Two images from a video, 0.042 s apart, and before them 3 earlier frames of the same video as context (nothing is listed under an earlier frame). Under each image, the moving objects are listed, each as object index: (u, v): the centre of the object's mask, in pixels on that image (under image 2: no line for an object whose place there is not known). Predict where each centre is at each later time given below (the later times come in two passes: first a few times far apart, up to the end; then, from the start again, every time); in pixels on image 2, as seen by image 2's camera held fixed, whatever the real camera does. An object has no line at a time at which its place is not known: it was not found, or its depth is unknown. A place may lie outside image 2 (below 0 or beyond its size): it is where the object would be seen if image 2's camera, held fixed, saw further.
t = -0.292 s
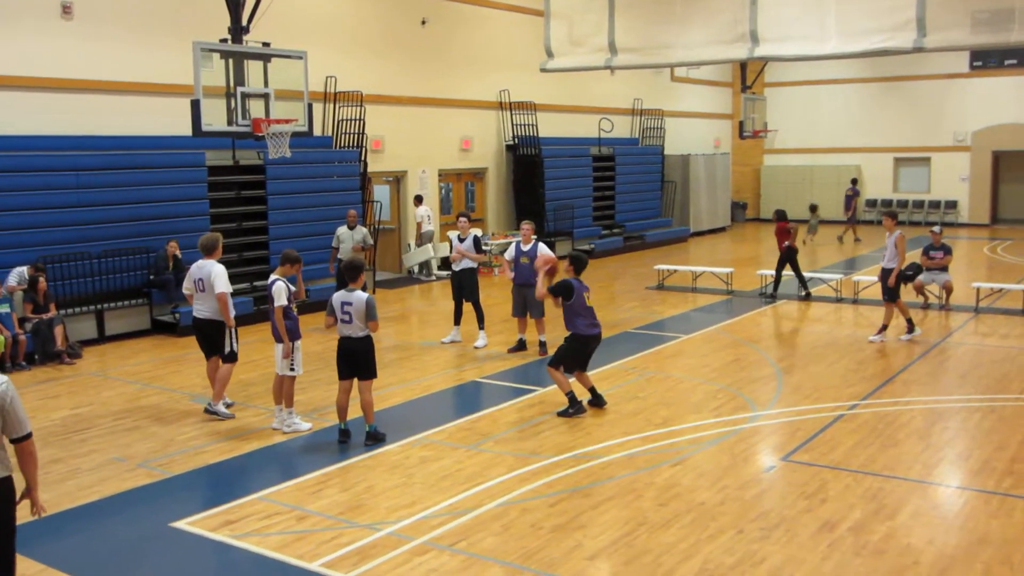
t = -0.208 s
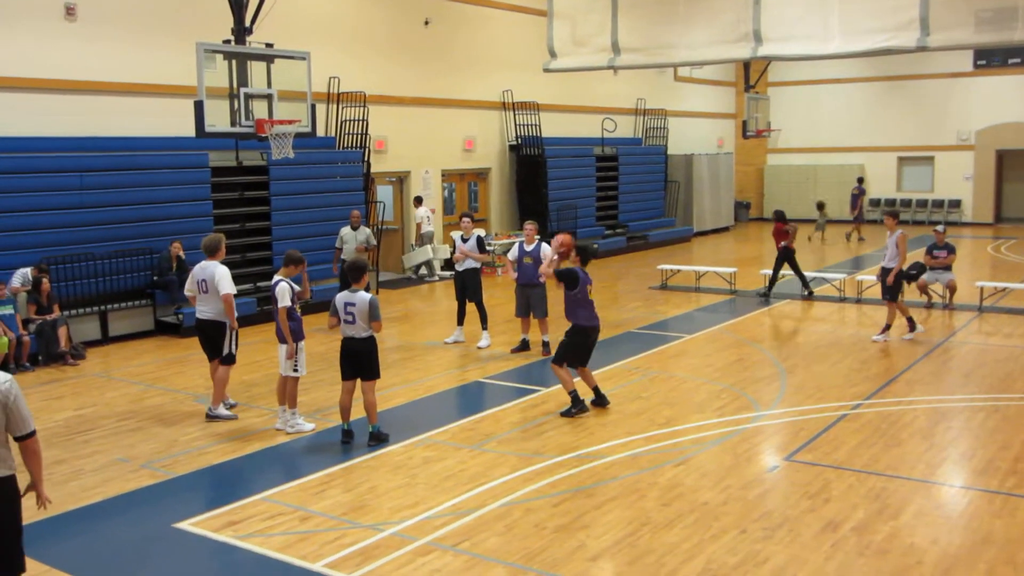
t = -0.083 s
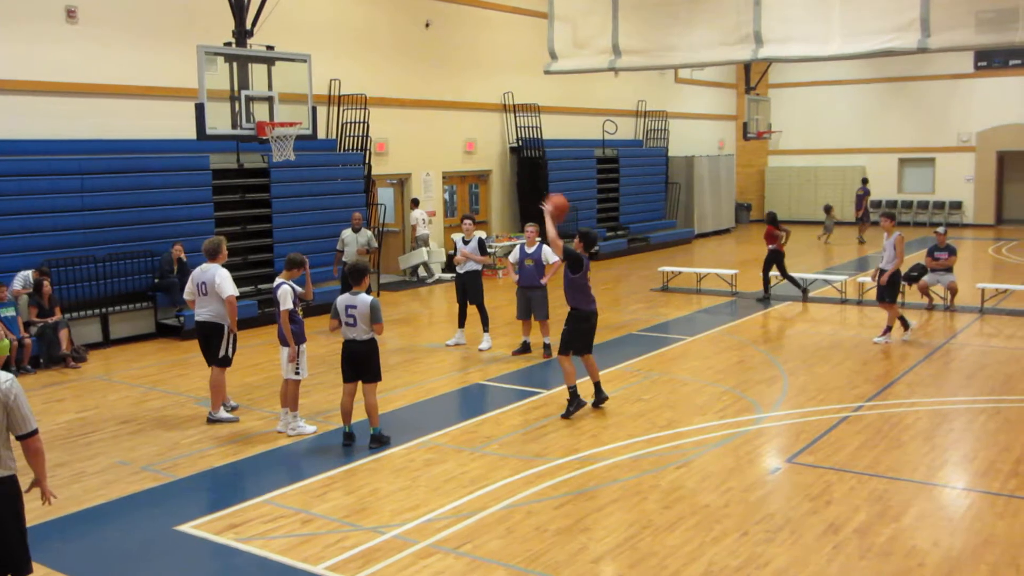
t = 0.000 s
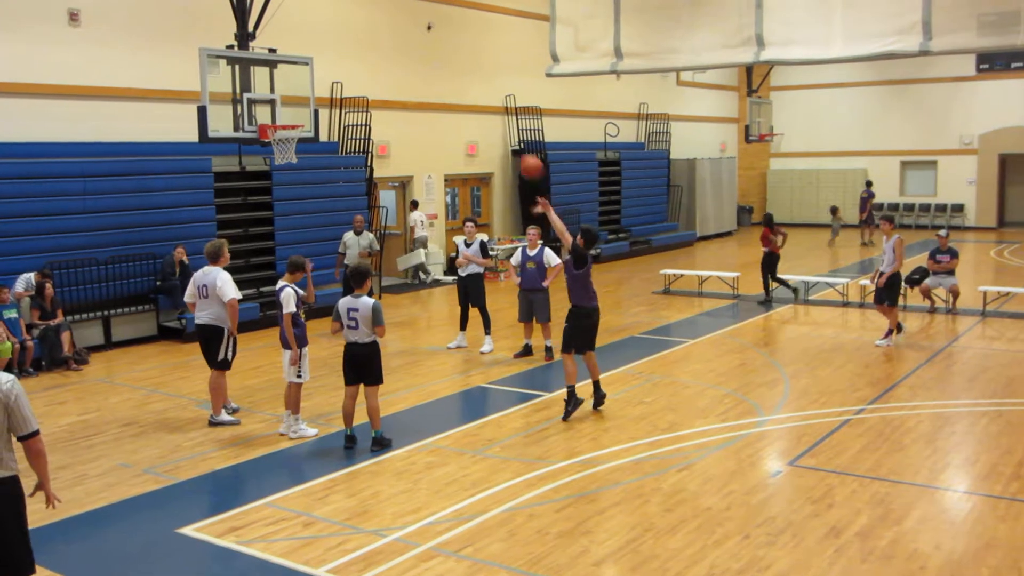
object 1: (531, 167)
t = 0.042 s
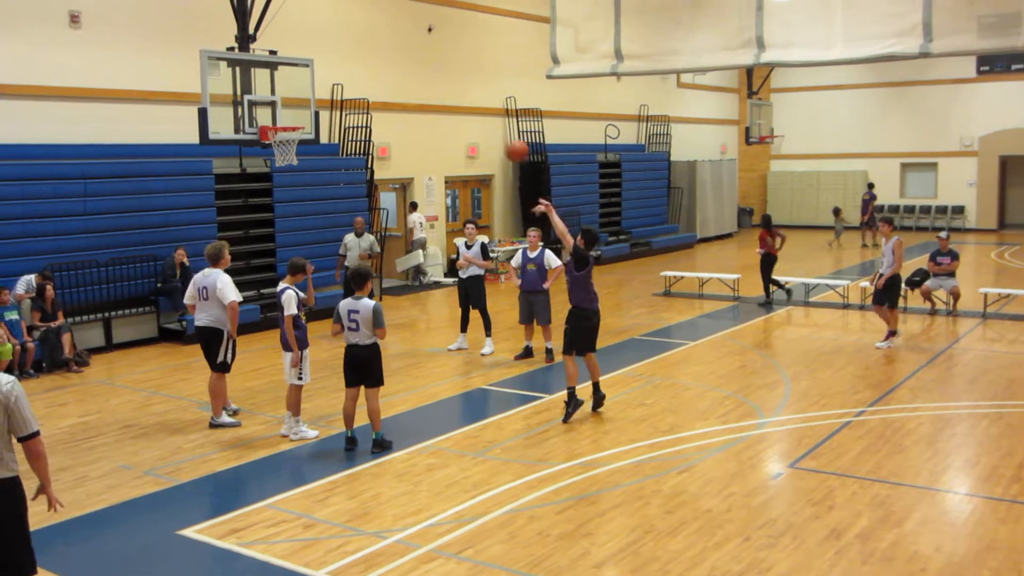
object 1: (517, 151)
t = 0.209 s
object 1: (461, 95)
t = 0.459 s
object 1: (388, 64)
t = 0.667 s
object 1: (335, 81)
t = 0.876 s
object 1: (290, 121)
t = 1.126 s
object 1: (284, 145)
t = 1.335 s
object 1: (292, 159)
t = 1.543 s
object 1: (298, 202)
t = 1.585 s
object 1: (300, 216)
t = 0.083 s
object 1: (502, 134)
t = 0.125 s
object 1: (488, 120)
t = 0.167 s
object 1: (475, 107)
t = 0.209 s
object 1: (461, 95)
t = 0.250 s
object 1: (448, 86)
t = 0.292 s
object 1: (436, 78)
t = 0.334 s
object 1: (423, 72)
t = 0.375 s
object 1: (411, 68)
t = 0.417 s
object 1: (399, 65)
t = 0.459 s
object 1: (388, 64)
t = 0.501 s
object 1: (377, 65)
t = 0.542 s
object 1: (366, 66)
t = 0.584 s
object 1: (355, 70)
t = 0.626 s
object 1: (345, 74)
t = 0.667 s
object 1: (335, 81)
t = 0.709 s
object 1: (324, 88)
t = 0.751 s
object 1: (315, 97)
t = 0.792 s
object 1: (305, 107)
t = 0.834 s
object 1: (297, 118)
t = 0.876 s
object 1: (290, 121)
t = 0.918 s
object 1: (284, 127)
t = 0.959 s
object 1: (282, 132)
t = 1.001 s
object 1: (282, 137)
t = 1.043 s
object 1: (281, 139)
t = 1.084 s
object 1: (283, 144)
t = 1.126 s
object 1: (284, 145)
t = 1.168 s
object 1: (285, 145)
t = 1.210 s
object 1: (288, 147)
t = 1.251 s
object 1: (289, 153)
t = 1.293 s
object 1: (290, 155)
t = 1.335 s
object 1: (292, 159)
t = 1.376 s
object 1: (292, 163)
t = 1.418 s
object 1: (294, 171)
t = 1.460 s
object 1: (296, 180)
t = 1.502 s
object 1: (297, 190)
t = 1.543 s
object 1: (298, 202)
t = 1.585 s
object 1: (300, 216)
